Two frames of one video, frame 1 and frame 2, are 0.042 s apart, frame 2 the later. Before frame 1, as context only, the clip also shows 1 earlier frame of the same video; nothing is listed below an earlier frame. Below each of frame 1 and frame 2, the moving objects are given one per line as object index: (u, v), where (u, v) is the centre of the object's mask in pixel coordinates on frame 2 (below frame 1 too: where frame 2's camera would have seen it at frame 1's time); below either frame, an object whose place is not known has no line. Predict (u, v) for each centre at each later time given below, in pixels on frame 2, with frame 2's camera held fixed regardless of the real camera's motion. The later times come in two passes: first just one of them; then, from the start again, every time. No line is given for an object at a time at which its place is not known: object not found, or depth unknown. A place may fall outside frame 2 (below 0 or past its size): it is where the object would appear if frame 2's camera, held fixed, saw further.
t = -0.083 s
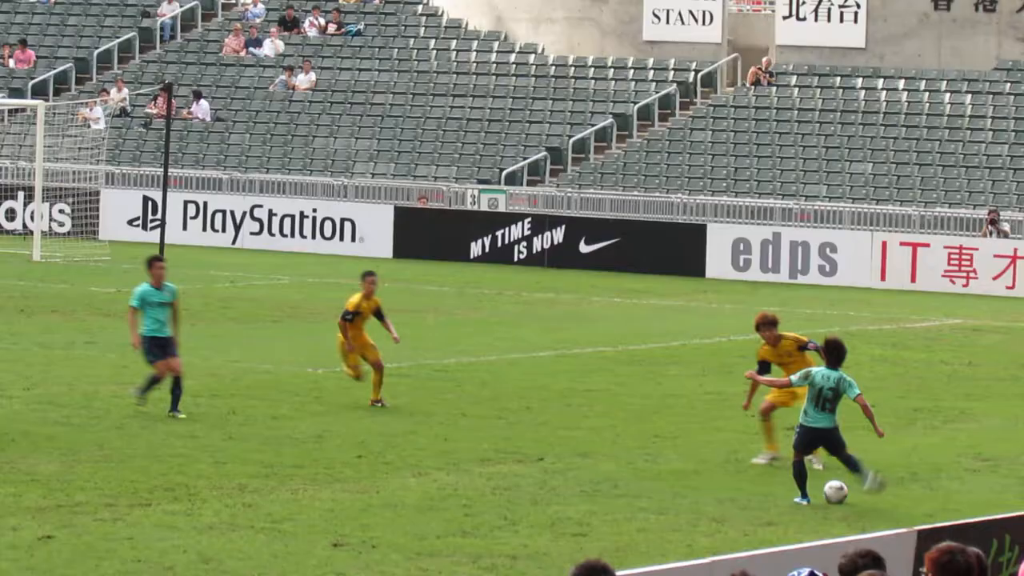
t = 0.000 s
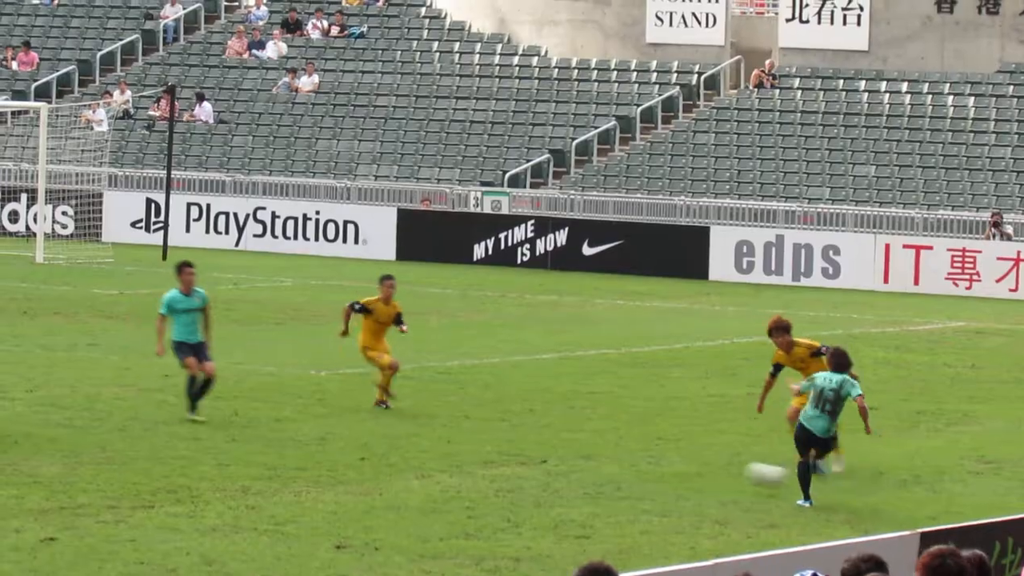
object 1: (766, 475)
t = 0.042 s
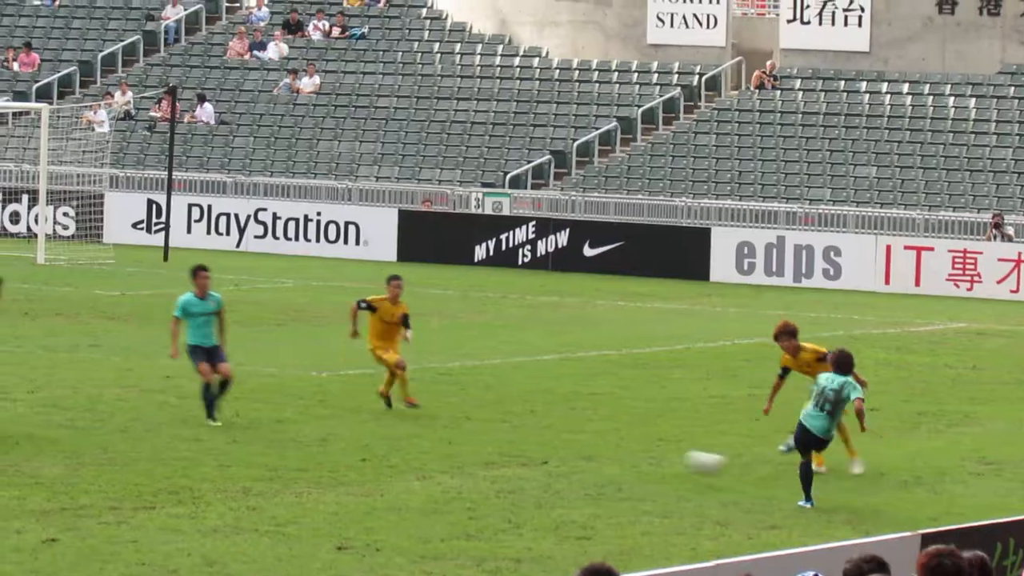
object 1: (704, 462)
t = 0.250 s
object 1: (417, 432)
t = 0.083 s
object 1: (643, 452)
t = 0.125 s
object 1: (583, 444)
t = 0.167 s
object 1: (525, 440)
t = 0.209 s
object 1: (468, 438)
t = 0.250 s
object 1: (417, 432)
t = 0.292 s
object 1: (368, 418)
